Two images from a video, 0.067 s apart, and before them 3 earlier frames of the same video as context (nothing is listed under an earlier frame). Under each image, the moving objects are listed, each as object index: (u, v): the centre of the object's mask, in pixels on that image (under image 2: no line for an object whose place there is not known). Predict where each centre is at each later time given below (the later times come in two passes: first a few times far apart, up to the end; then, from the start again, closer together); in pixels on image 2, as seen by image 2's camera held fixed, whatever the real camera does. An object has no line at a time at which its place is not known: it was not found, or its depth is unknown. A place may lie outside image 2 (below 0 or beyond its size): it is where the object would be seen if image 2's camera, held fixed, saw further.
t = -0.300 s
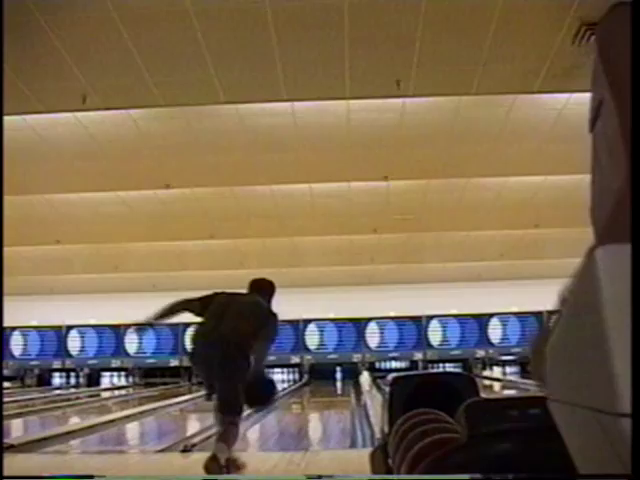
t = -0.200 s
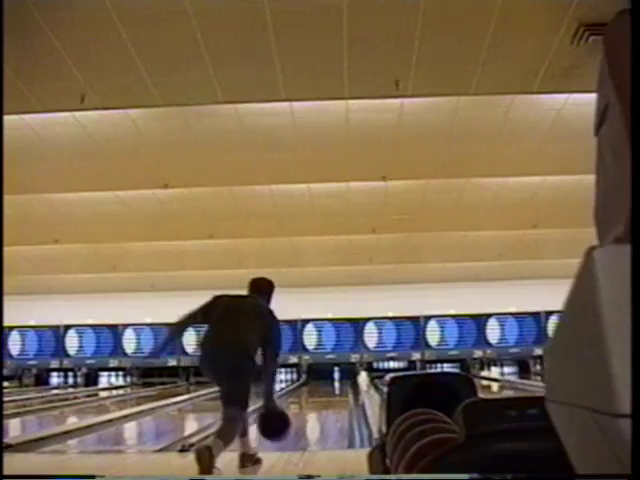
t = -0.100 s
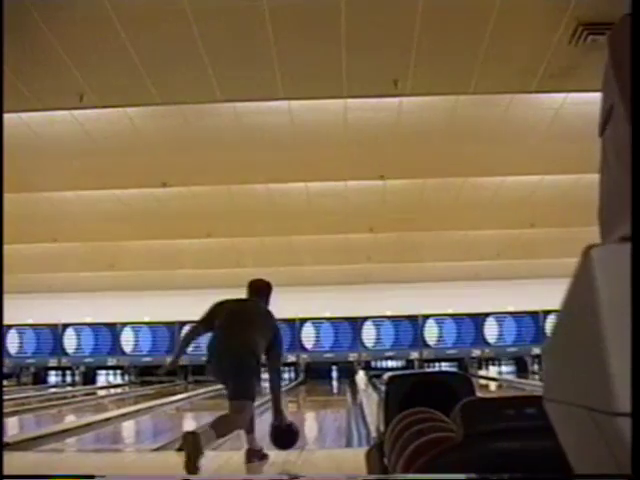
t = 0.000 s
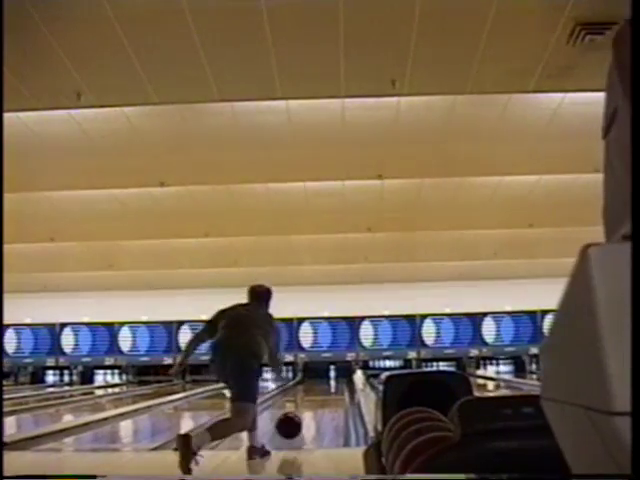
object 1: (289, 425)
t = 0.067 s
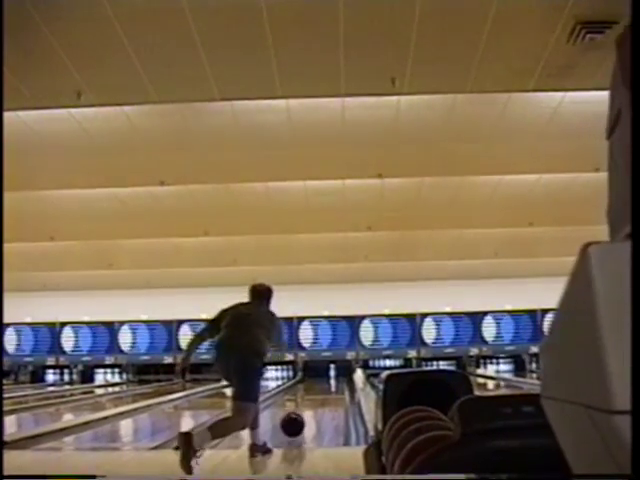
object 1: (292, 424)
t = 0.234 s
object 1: (299, 417)
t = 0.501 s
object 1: (306, 405)
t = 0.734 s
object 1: (310, 398)
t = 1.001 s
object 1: (314, 393)
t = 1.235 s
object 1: (317, 389)
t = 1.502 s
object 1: (319, 386)
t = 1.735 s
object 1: (321, 382)
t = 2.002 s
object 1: (323, 380)
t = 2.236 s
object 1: (324, 378)
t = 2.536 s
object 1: (326, 374)
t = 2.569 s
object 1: (326, 374)
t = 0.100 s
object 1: (294, 425)
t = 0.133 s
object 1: (295, 424)
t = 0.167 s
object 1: (297, 421)
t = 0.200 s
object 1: (297, 419)
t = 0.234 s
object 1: (299, 417)
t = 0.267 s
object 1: (300, 415)
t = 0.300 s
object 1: (301, 413)
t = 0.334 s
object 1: (302, 412)
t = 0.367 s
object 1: (303, 410)
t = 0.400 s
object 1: (304, 409)
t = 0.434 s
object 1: (304, 408)
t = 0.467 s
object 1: (305, 406)
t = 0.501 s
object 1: (306, 405)
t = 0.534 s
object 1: (307, 404)
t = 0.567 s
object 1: (307, 403)
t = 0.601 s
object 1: (308, 402)
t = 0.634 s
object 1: (308, 401)
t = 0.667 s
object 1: (309, 400)
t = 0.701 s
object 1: (310, 399)
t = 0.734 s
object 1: (310, 398)
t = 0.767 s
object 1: (311, 397)
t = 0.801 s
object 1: (311, 397)
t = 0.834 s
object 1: (312, 396)
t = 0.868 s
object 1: (312, 395)
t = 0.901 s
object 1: (313, 395)
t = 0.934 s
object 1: (313, 394)
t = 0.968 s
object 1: (313, 393)
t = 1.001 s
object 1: (314, 393)
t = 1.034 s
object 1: (314, 392)
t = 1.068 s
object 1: (315, 391)
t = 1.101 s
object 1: (315, 391)
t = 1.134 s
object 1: (316, 391)
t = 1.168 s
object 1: (316, 390)
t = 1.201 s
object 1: (316, 389)
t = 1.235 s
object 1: (317, 389)
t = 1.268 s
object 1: (317, 389)
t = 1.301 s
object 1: (317, 388)
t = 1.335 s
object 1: (318, 387)
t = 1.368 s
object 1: (319, 387)
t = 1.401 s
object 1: (319, 386)
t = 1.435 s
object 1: (319, 386)
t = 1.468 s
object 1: (319, 386)
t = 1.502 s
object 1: (319, 386)
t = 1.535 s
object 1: (319, 385)
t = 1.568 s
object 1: (319, 385)
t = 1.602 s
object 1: (320, 384)
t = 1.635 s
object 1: (320, 384)
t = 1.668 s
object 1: (321, 383)
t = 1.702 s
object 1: (321, 382)
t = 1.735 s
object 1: (321, 382)
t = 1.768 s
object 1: (322, 381)
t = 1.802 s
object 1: (322, 381)
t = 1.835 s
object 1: (322, 381)
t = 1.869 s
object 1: (322, 381)
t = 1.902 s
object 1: (322, 380)
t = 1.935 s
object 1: (322, 380)
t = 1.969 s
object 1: (322, 380)
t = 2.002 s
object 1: (323, 380)
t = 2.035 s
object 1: (323, 379)
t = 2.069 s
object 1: (323, 379)
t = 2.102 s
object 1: (323, 379)
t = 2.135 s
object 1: (324, 379)
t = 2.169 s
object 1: (324, 378)
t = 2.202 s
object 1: (324, 378)
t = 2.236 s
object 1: (324, 378)
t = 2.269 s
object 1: (324, 377)
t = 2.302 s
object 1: (325, 377)
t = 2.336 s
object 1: (325, 377)
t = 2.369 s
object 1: (325, 377)
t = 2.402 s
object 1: (327, 376)
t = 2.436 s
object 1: (327, 376)
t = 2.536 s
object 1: (326, 374)
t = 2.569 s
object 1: (326, 374)
